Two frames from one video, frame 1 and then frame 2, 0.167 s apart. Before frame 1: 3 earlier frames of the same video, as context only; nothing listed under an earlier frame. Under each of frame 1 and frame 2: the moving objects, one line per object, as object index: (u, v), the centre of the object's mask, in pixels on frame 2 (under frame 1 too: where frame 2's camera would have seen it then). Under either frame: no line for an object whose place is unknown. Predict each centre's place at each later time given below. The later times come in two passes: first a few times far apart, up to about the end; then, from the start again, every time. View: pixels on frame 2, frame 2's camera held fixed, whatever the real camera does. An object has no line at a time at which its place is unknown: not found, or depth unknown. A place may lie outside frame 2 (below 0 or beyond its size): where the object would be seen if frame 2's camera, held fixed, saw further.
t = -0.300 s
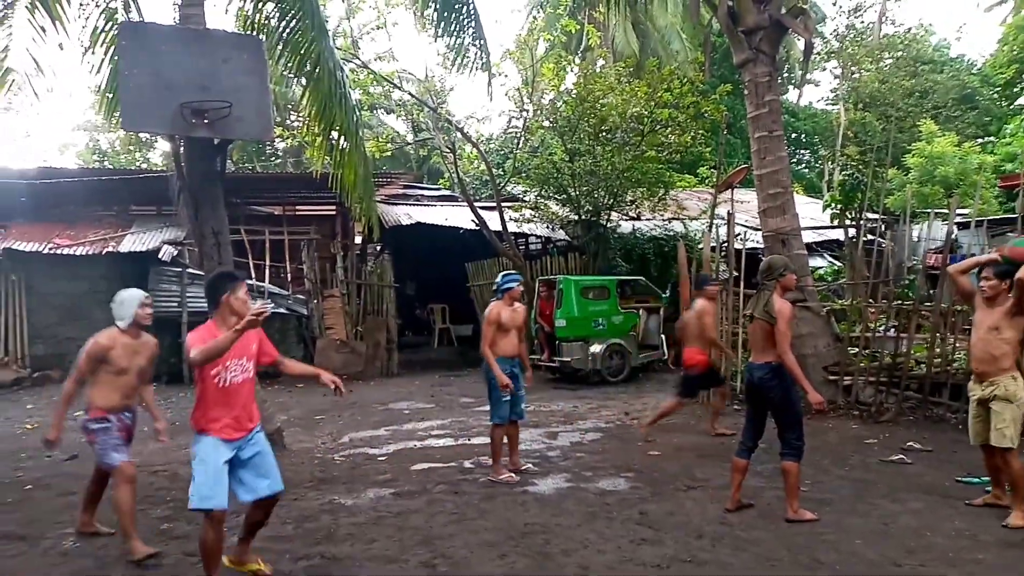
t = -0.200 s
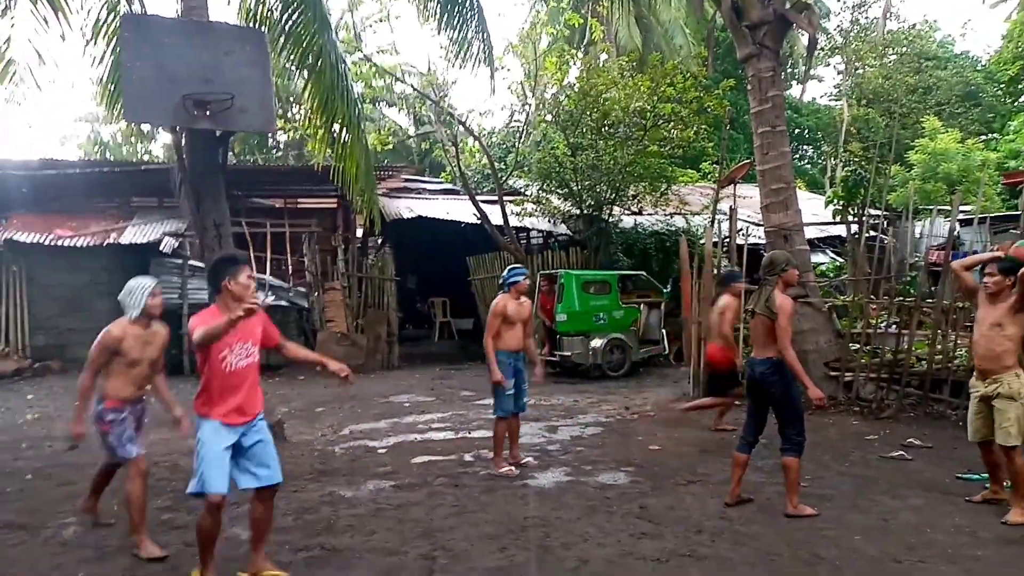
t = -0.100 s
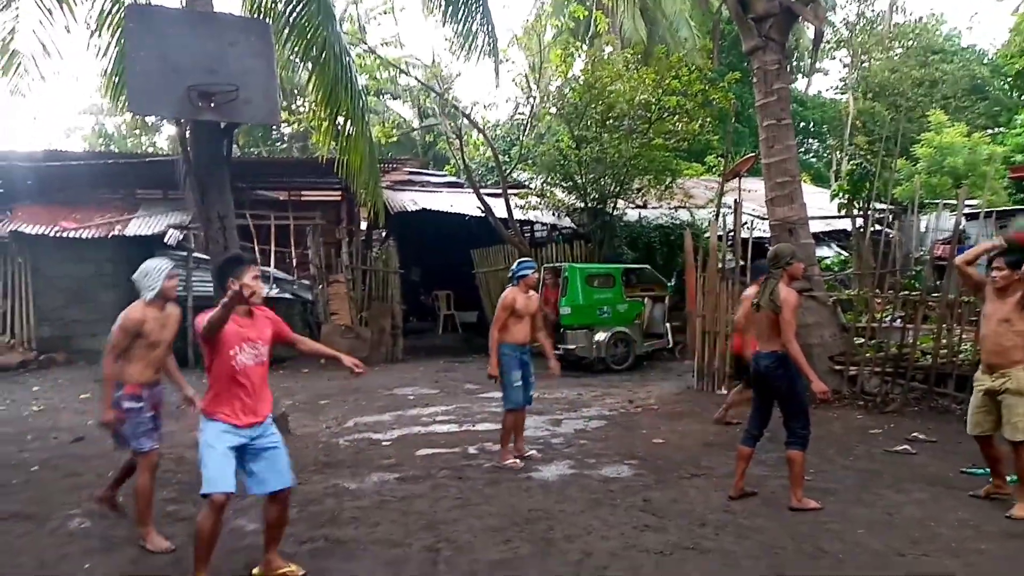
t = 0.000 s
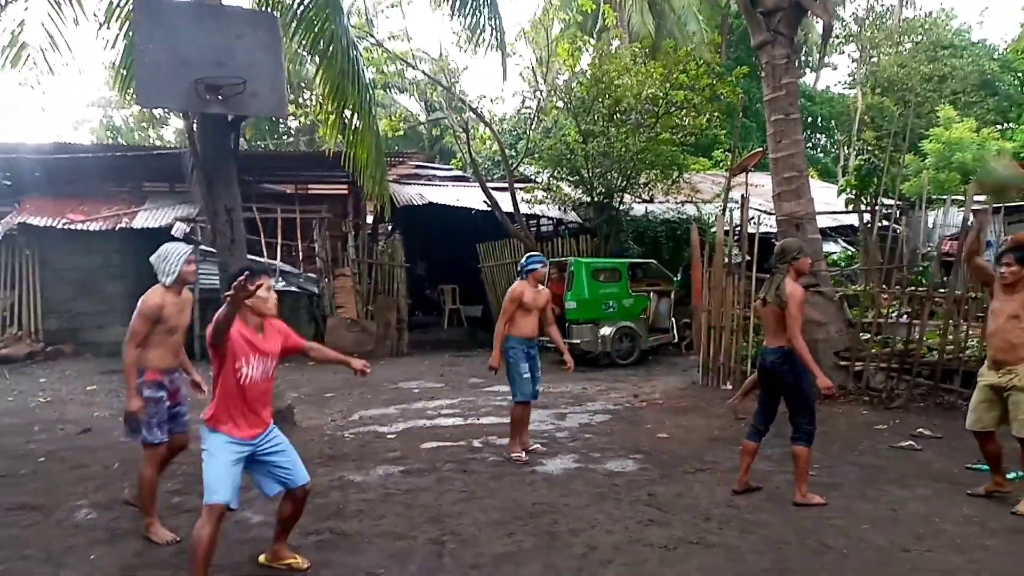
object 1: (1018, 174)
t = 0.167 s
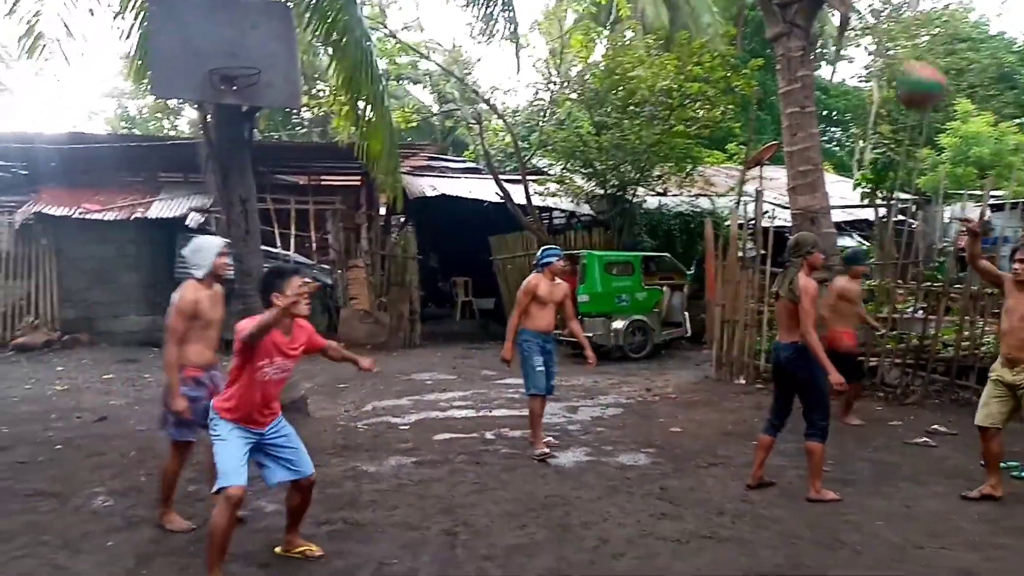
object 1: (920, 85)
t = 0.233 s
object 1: (878, 64)
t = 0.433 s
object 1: (704, 34)
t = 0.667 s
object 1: (426, 142)
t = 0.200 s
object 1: (899, 74)
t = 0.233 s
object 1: (878, 64)
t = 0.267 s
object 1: (846, 49)
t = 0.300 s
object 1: (821, 42)
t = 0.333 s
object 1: (794, 36)
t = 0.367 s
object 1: (766, 34)
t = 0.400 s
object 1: (740, 34)
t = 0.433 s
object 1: (704, 34)
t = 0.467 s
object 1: (674, 40)
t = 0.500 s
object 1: (638, 46)
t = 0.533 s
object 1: (598, 61)
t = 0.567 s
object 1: (562, 75)
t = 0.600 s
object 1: (514, 103)
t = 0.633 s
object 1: (463, 122)
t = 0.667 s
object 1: (426, 142)
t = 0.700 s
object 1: (372, 179)
